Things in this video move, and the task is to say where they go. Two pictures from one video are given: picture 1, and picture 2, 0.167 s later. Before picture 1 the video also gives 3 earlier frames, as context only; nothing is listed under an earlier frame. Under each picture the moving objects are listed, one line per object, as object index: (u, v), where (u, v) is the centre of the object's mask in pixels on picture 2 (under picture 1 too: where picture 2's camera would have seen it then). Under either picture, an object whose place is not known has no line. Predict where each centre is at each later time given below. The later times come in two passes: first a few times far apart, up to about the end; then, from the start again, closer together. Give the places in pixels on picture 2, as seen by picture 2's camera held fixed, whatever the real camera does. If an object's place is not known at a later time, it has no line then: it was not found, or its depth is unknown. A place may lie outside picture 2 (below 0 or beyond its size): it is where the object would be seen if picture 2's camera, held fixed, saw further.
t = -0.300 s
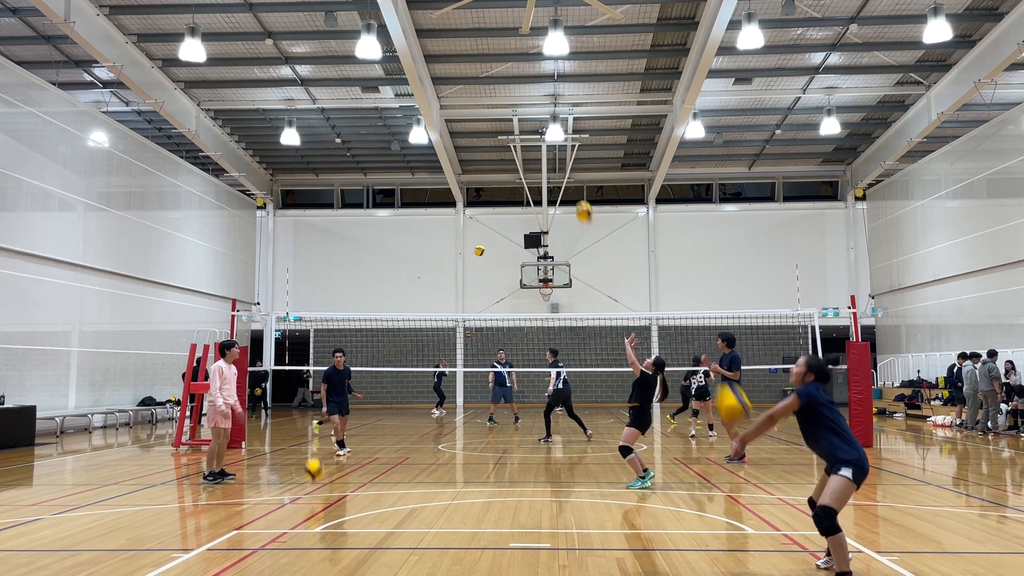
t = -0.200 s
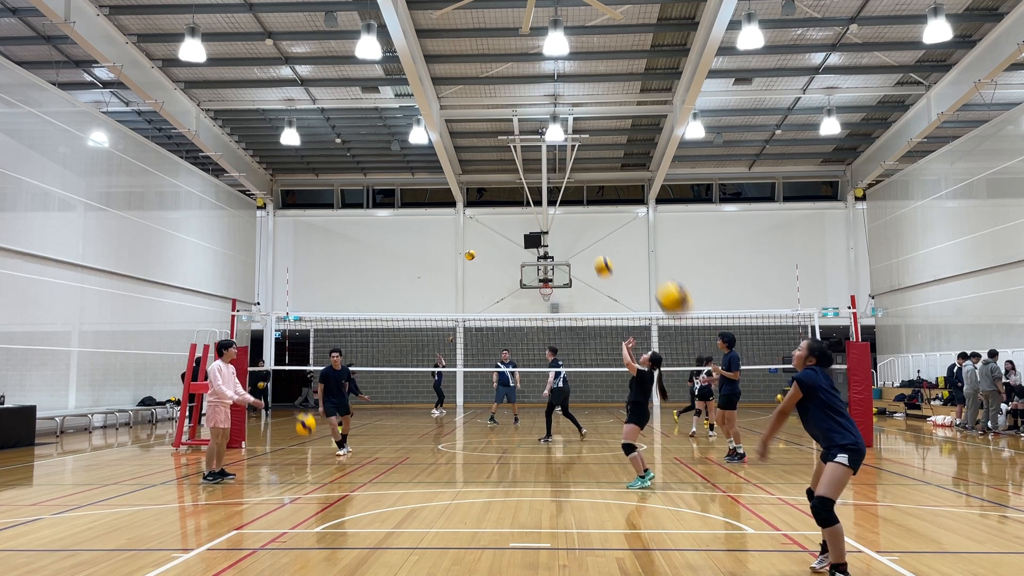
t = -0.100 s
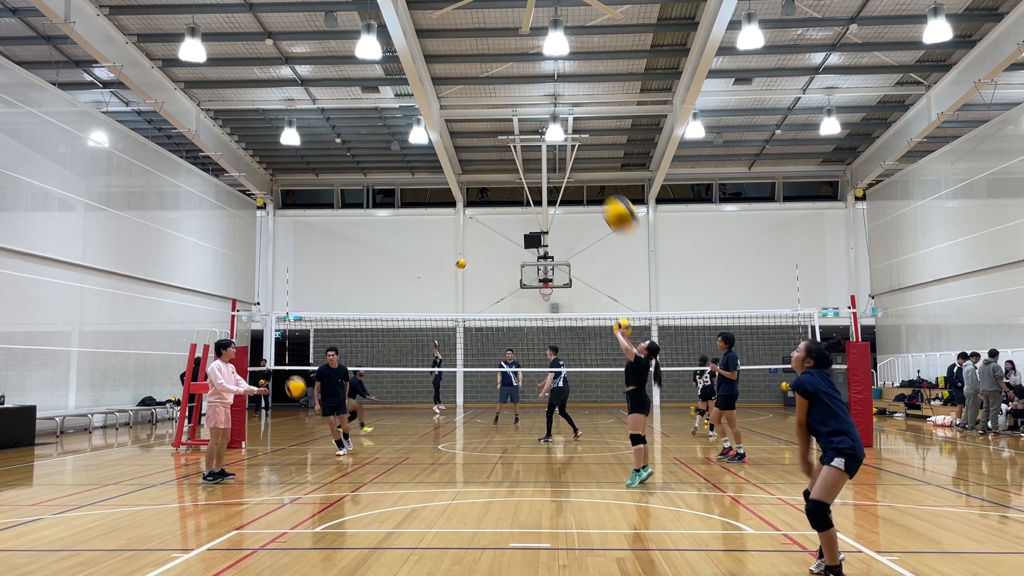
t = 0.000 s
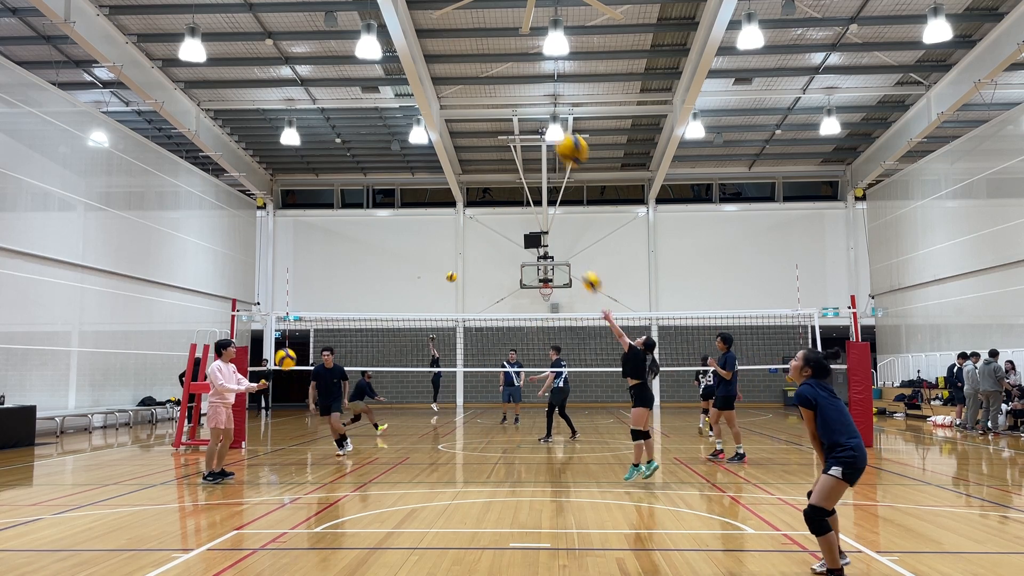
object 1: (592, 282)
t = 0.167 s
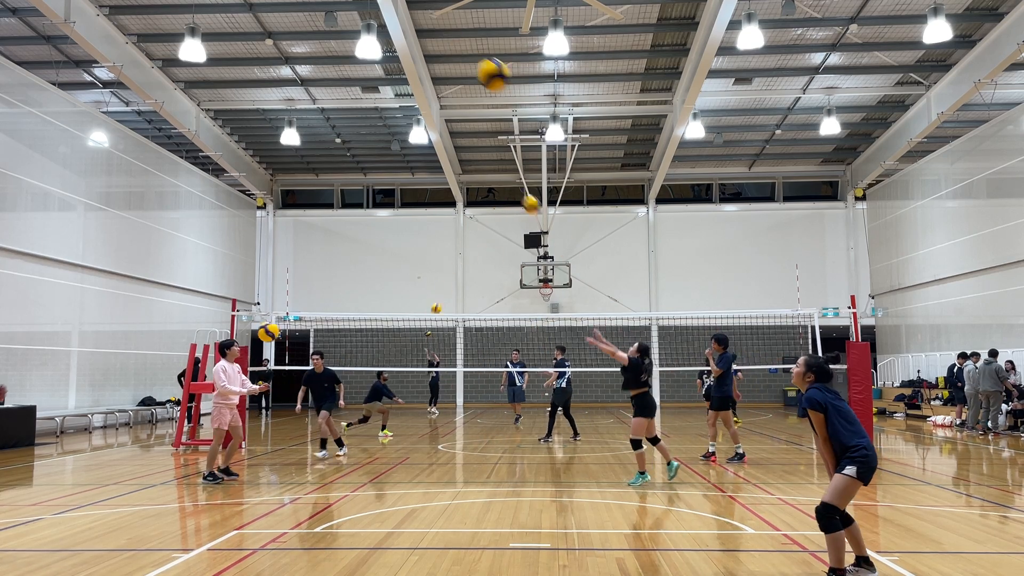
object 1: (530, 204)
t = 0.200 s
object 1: (519, 193)
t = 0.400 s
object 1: (456, 138)
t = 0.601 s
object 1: (393, 119)
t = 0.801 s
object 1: (334, 129)
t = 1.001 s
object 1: (278, 171)
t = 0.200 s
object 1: (519, 193)
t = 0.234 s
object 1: (509, 182)
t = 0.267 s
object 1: (498, 169)
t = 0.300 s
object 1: (487, 161)
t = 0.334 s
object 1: (476, 152)
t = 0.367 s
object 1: (466, 145)
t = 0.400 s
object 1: (456, 138)
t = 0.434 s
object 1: (444, 133)
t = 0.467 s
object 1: (434, 129)
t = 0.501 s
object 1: (425, 124)
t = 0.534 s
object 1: (414, 121)
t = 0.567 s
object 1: (403, 120)
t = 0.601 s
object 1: (393, 119)
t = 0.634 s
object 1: (383, 118)
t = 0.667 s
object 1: (373, 118)
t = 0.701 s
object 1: (363, 120)
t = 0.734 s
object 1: (354, 122)
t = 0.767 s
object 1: (344, 125)
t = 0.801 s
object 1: (334, 129)
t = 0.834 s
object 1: (325, 134)
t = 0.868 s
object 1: (315, 140)
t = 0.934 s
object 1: (296, 154)
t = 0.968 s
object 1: (287, 162)
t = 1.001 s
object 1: (278, 171)
